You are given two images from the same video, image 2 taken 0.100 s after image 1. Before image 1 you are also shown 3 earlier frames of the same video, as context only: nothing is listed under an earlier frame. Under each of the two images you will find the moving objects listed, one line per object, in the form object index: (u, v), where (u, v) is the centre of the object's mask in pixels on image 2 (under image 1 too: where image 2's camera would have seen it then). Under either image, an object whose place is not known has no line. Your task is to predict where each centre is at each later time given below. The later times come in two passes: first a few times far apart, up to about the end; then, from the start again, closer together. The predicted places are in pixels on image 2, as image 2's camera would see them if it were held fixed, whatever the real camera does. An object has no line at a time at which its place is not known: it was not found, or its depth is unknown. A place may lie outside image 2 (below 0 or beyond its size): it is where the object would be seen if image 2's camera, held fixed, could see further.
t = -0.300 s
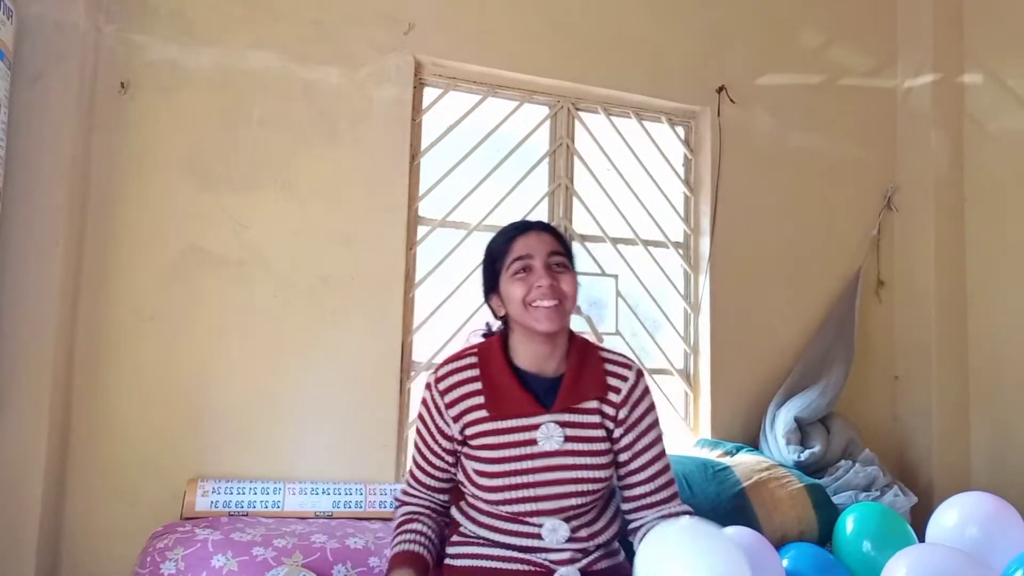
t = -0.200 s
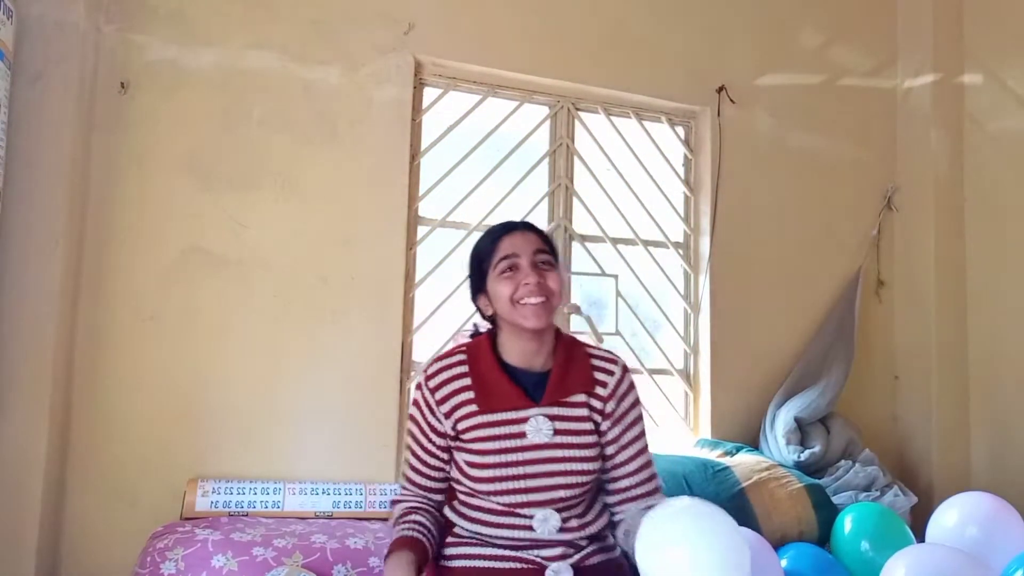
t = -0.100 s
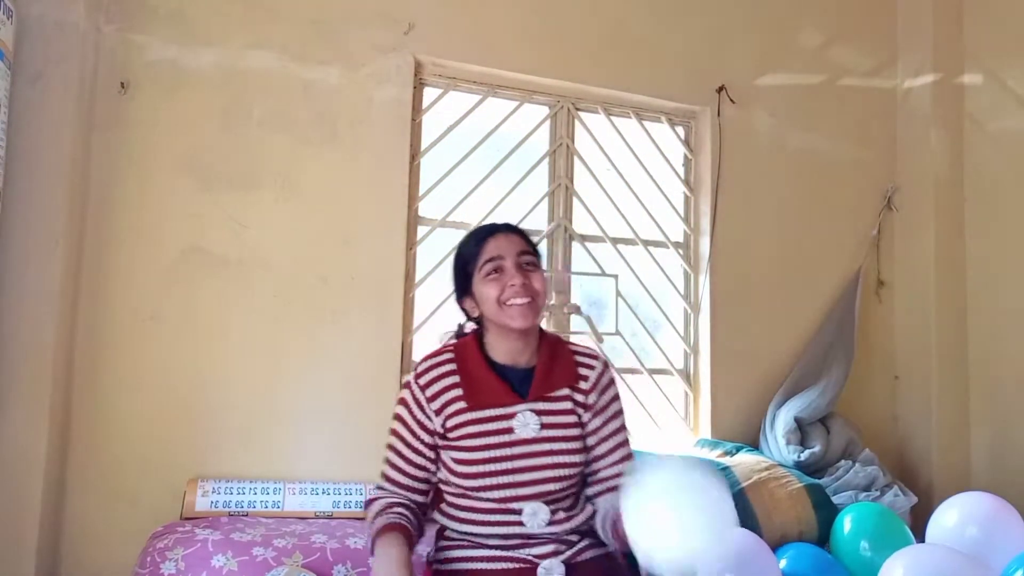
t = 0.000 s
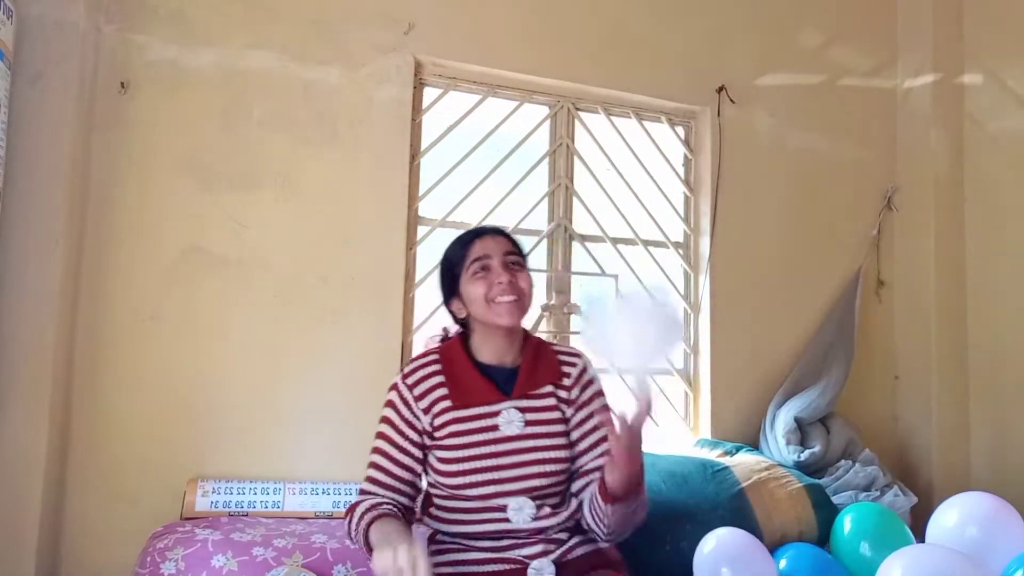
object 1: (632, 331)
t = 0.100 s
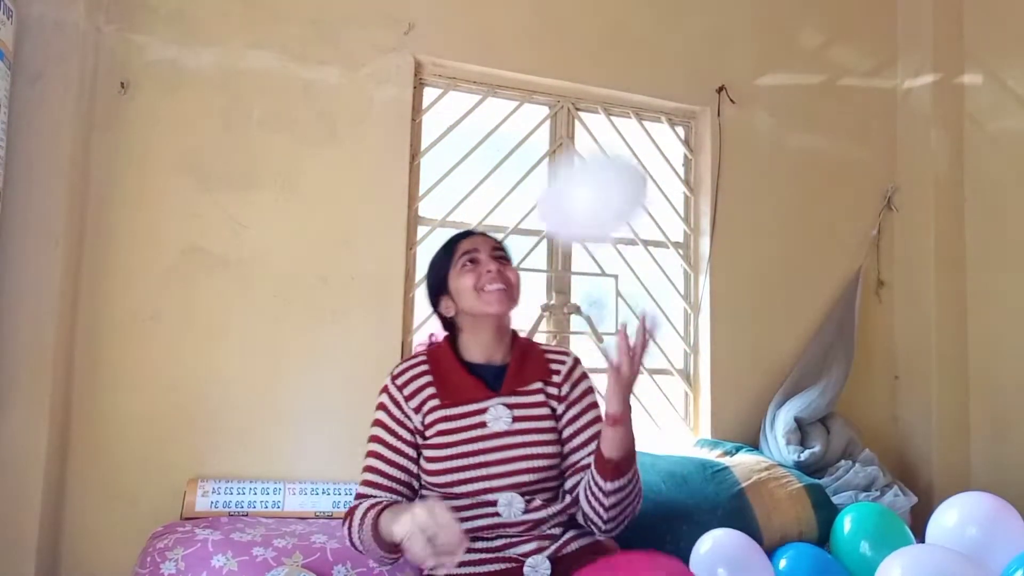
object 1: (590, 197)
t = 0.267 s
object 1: (559, 131)
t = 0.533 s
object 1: (530, 97)
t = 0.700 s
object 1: (519, 106)
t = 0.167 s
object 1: (580, 173)
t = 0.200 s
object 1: (571, 153)
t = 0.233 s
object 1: (565, 141)
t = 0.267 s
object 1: (559, 131)
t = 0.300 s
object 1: (555, 123)
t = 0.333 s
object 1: (550, 115)
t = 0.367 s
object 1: (546, 109)
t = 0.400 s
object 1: (542, 105)
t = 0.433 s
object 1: (539, 101)
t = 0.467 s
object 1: (535, 98)
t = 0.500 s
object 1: (532, 97)
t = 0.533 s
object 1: (530, 97)
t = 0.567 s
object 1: (527, 97)
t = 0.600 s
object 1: (524, 98)
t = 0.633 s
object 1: (522, 100)
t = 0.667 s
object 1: (520, 102)
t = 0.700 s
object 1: (519, 106)
